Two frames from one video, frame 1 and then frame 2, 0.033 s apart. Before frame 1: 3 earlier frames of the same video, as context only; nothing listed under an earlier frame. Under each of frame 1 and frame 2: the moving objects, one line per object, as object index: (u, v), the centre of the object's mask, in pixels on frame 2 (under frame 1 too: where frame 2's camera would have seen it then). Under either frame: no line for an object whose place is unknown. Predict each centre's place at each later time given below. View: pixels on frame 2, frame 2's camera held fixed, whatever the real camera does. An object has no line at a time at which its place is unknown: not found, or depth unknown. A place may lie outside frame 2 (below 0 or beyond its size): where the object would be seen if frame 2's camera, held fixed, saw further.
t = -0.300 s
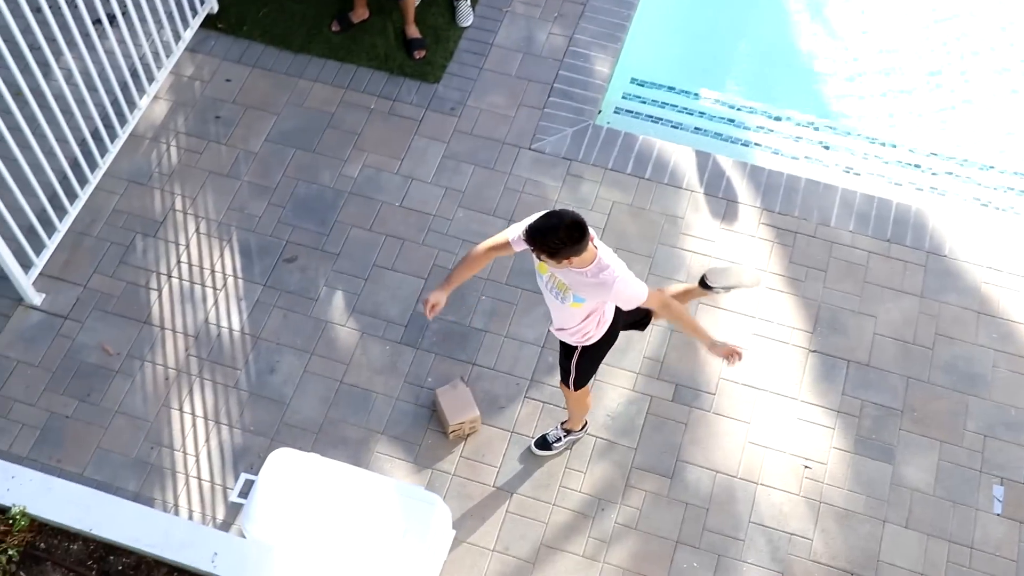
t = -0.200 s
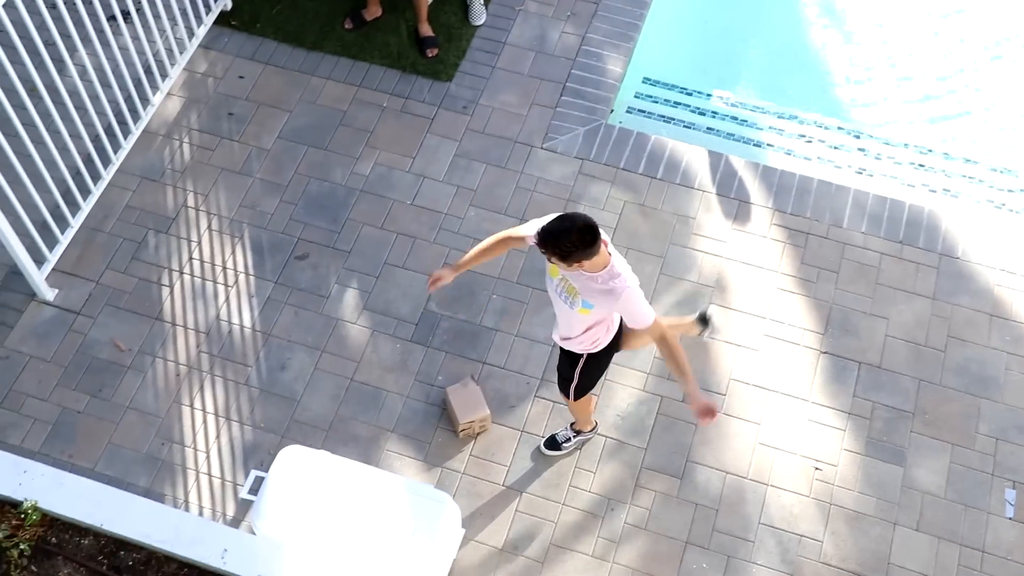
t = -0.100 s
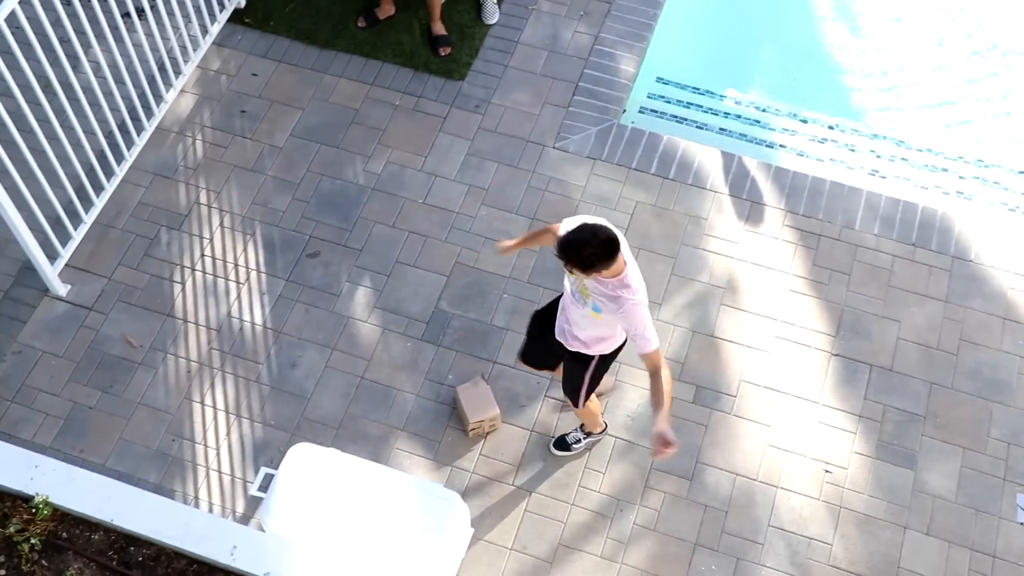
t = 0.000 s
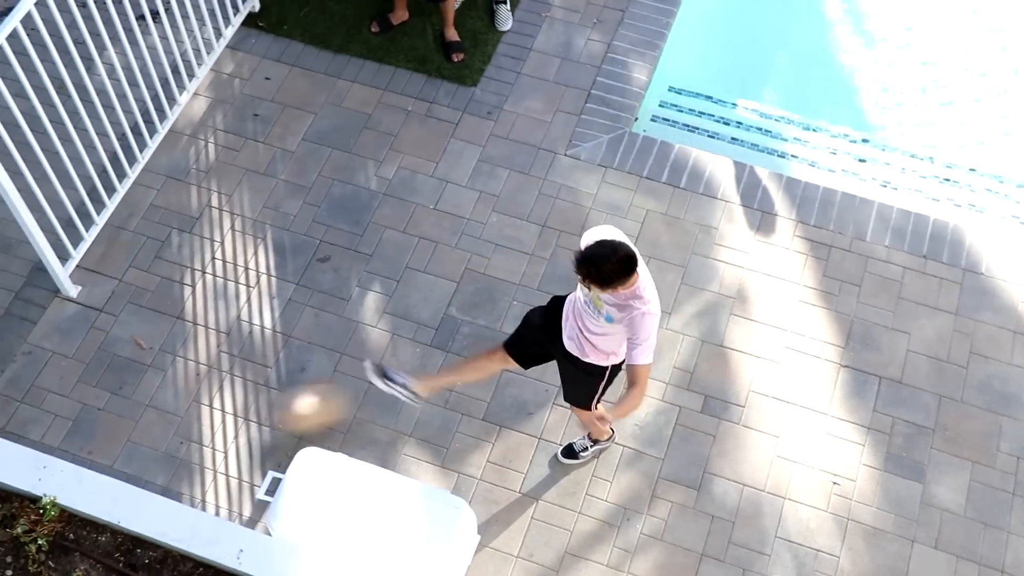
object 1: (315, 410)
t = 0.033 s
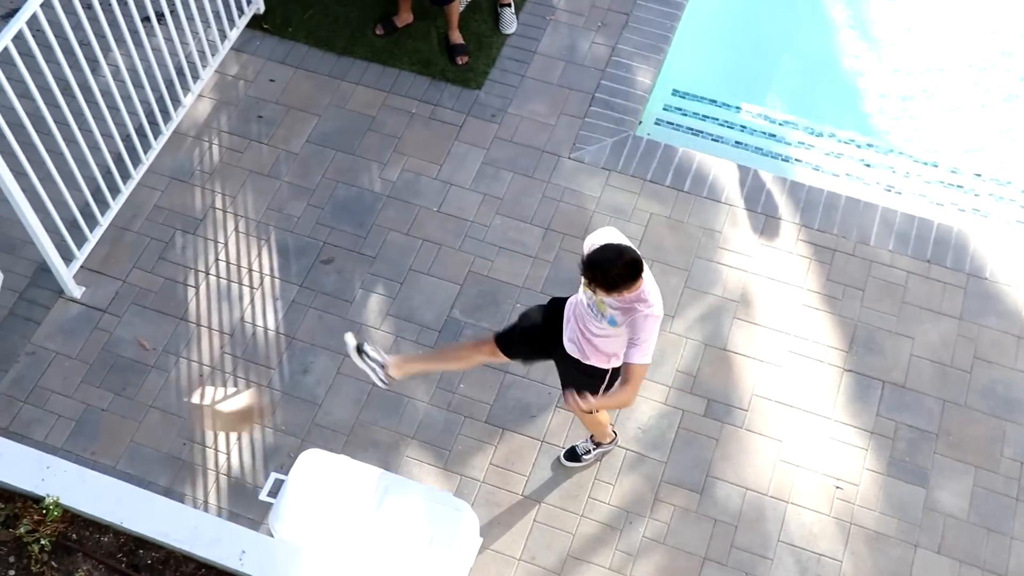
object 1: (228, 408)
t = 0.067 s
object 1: (159, 407)
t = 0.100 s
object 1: (88, 402)
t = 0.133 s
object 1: (27, 397)
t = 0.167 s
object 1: (-6, 388)
